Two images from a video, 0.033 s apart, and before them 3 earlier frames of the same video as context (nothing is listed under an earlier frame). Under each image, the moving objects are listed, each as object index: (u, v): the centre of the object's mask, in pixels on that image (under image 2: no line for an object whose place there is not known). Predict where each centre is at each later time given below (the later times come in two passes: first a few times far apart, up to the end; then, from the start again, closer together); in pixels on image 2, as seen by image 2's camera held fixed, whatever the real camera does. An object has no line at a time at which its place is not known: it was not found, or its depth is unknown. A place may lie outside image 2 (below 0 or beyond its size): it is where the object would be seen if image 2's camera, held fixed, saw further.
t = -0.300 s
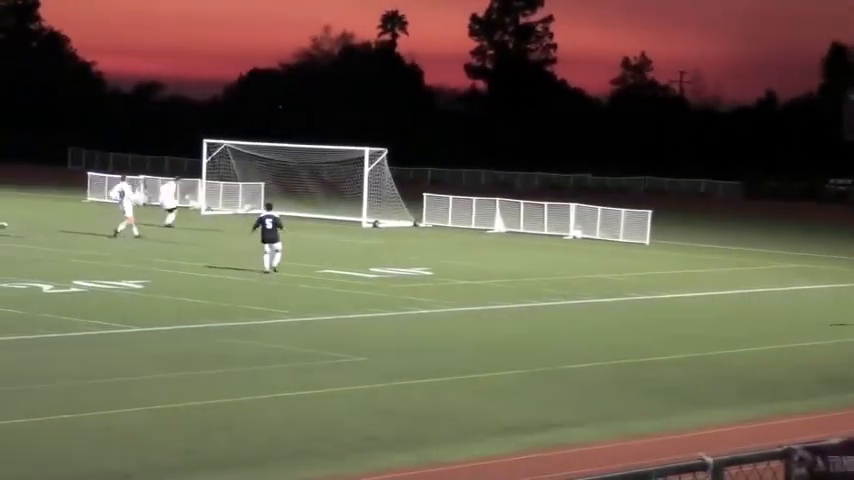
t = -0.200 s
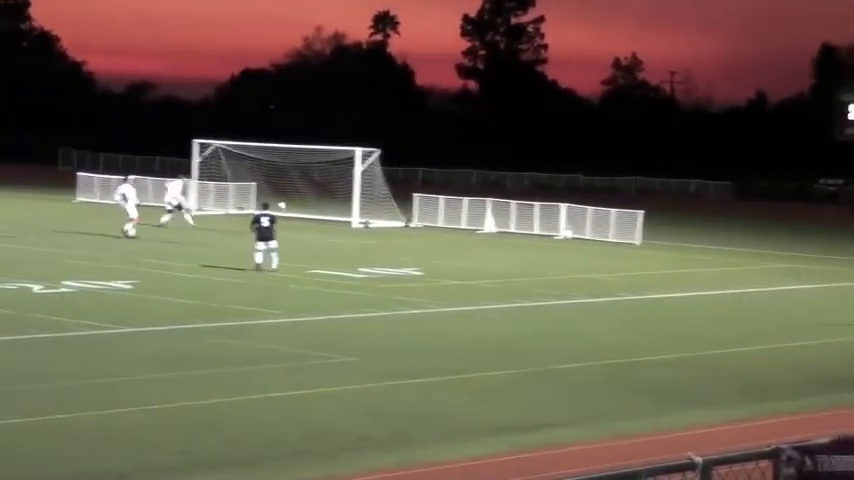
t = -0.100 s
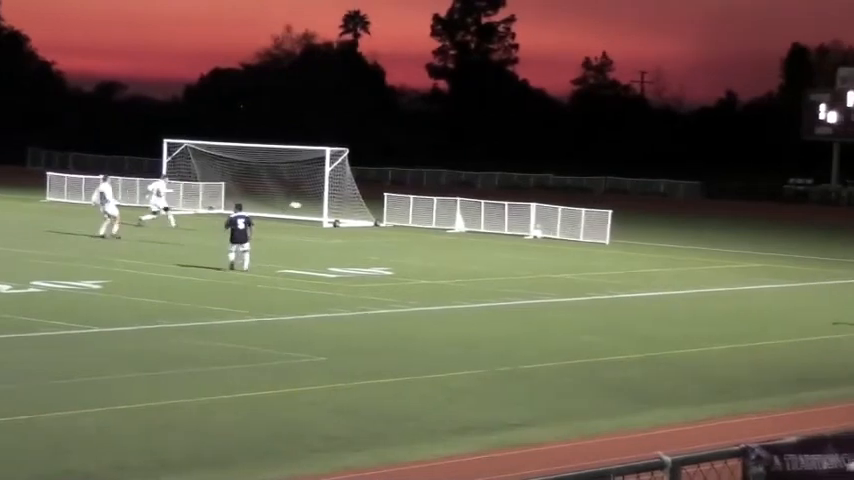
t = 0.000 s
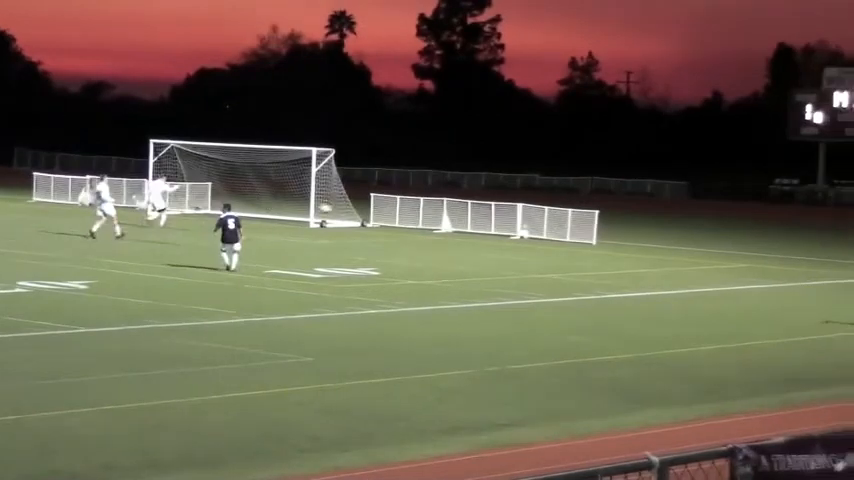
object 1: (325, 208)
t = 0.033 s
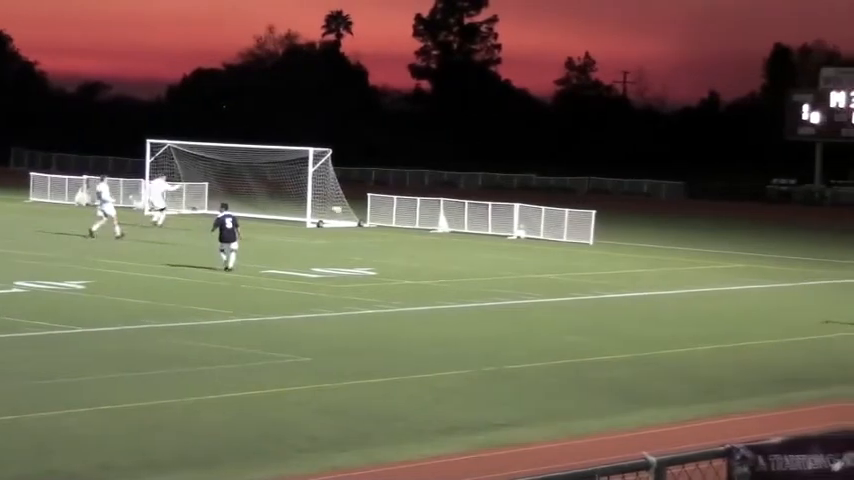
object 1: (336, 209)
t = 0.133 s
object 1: (379, 215)
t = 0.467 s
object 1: (523, 260)
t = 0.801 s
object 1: (635, 258)
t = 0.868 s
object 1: (656, 261)
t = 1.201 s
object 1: (756, 284)
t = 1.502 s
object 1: (830, 289)
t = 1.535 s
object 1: (834, 292)
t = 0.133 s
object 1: (379, 215)
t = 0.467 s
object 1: (523, 260)
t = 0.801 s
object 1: (635, 258)
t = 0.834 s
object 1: (646, 259)
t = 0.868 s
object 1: (656, 261)
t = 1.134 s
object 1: (740, 288)
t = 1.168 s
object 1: (749, 285)
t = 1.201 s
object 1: (756, 284)
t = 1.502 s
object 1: (830, 289)
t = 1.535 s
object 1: (834, 292)
